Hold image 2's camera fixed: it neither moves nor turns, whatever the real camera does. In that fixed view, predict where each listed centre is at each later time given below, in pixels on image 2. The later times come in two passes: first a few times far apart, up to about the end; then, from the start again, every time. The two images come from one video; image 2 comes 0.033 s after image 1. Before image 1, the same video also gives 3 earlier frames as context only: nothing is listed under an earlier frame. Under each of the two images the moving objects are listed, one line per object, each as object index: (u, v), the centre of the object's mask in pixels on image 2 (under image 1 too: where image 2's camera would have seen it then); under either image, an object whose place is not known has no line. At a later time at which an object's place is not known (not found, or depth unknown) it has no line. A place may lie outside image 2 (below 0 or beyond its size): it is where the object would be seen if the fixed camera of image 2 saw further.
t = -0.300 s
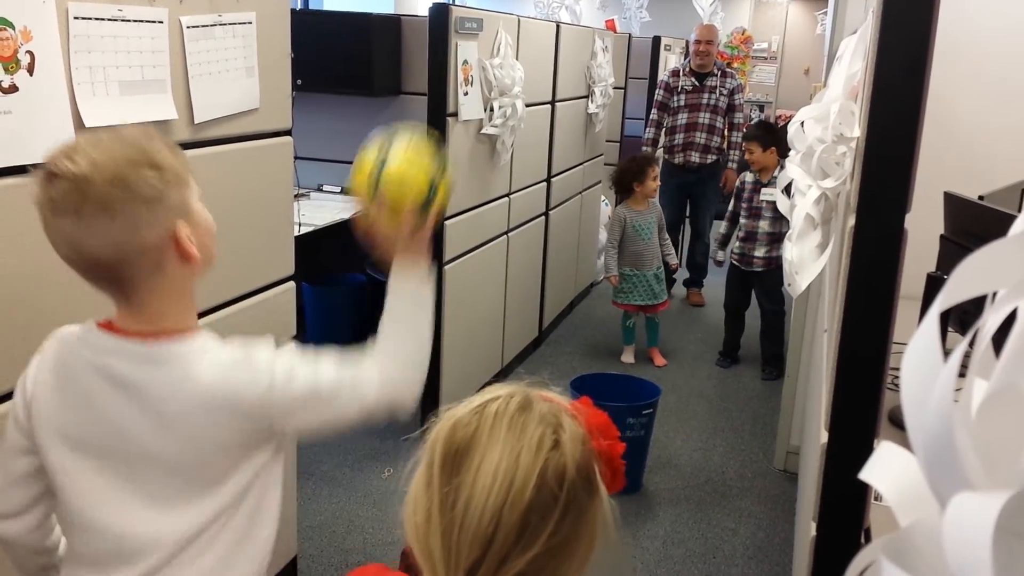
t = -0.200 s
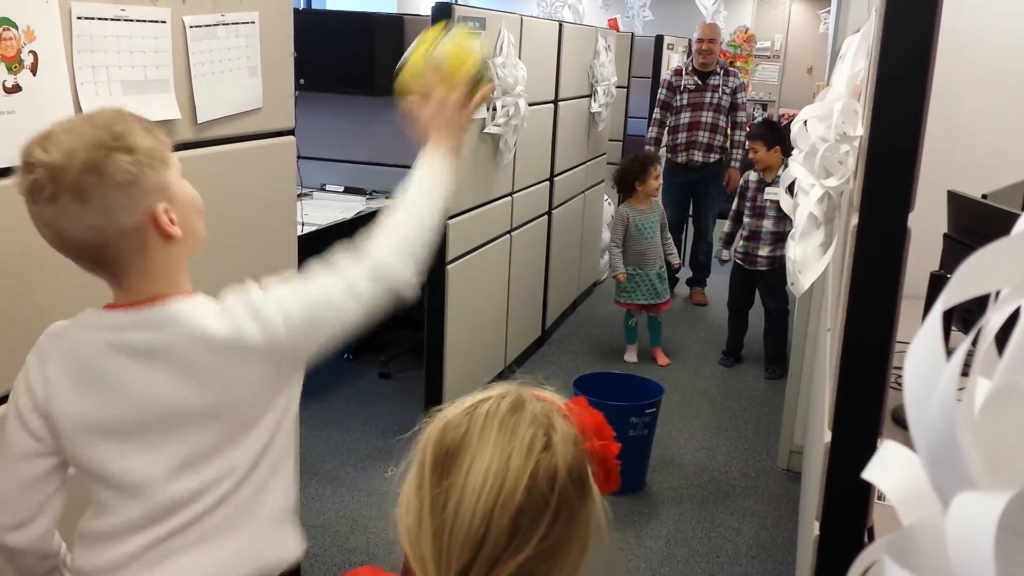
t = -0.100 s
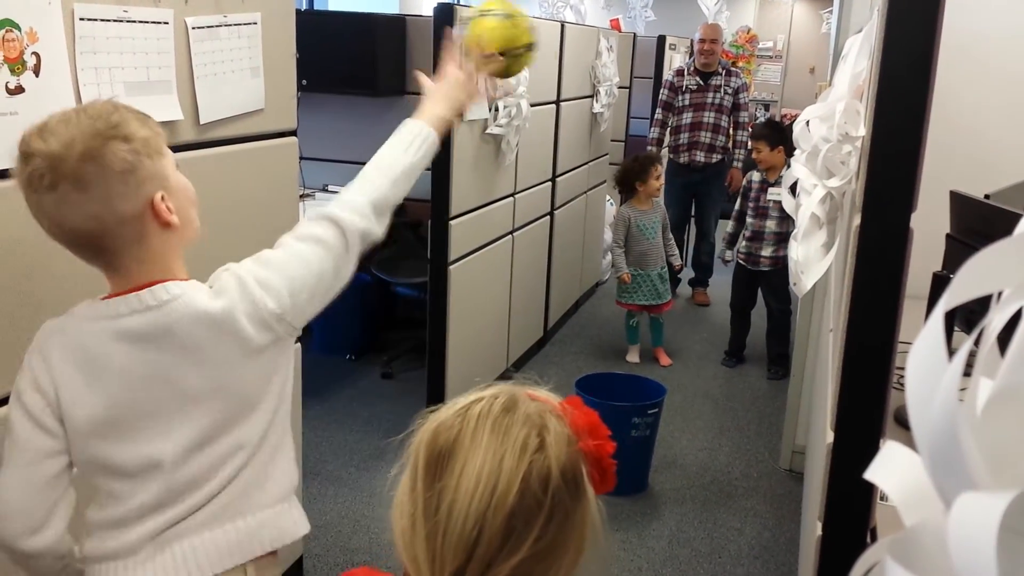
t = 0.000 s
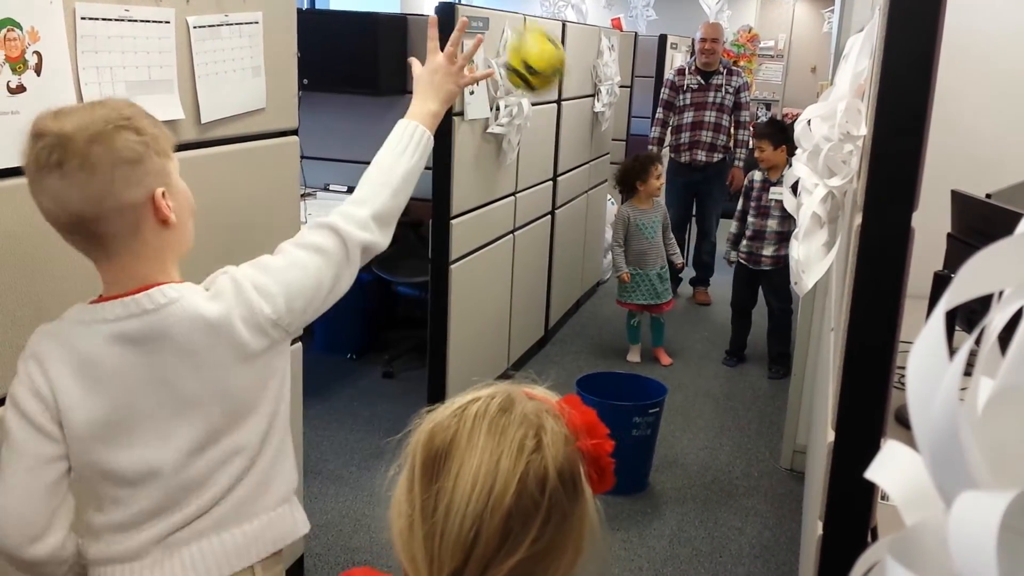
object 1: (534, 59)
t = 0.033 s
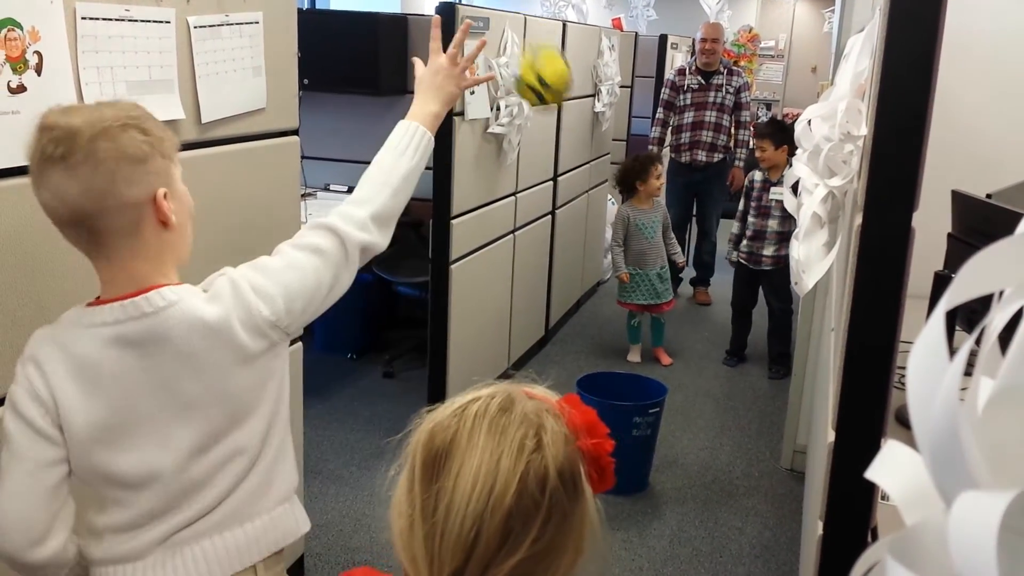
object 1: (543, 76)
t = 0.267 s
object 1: (575, 253)
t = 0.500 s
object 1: (583, 281)
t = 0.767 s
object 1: (580, 203)
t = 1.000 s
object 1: (571, 264)
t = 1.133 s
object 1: (562, 349)
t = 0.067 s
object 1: (551, 95)
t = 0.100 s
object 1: (556, 118)
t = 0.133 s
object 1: (562, 141)
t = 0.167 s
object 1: (566, 164)
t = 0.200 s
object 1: (570, 192)
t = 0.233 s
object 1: (572, 222)
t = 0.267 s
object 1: (575, 253)
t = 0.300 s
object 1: (578, 281)
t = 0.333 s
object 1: (578, 314)
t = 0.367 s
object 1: (579, 344)
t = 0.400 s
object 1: (579, 352)
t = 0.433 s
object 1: (580, 328)
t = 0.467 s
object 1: (582, 302)
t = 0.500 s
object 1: (583, 281)
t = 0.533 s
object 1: (583, 261)
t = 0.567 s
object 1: (583, 244)
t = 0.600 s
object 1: (582, 230)
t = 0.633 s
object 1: (581, 218)
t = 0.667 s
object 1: (581, 210)
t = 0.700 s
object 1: (581, 205)
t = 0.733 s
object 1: (581, 203)
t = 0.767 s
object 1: (580, 203)
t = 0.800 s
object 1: (579, 206)
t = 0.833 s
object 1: (578, 209)
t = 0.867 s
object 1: (576, 216)
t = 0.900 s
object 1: (575, 224)
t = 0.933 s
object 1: (573, 235)
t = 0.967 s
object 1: (572, 249)
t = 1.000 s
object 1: (571, 264)
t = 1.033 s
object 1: (569, 283)
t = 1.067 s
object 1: (568, 304)
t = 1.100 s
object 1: (564, 326)
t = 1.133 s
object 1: (562, 349)
